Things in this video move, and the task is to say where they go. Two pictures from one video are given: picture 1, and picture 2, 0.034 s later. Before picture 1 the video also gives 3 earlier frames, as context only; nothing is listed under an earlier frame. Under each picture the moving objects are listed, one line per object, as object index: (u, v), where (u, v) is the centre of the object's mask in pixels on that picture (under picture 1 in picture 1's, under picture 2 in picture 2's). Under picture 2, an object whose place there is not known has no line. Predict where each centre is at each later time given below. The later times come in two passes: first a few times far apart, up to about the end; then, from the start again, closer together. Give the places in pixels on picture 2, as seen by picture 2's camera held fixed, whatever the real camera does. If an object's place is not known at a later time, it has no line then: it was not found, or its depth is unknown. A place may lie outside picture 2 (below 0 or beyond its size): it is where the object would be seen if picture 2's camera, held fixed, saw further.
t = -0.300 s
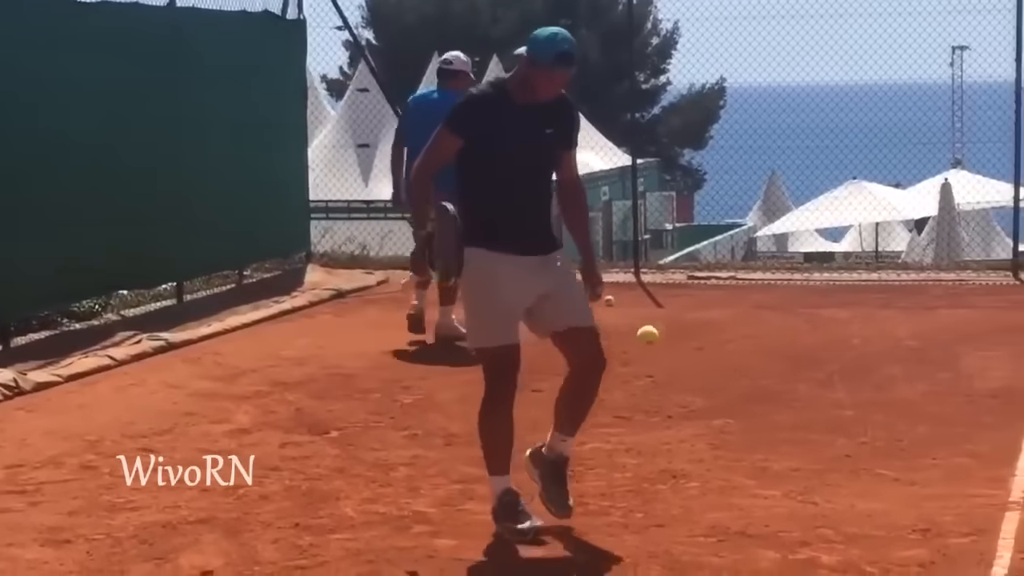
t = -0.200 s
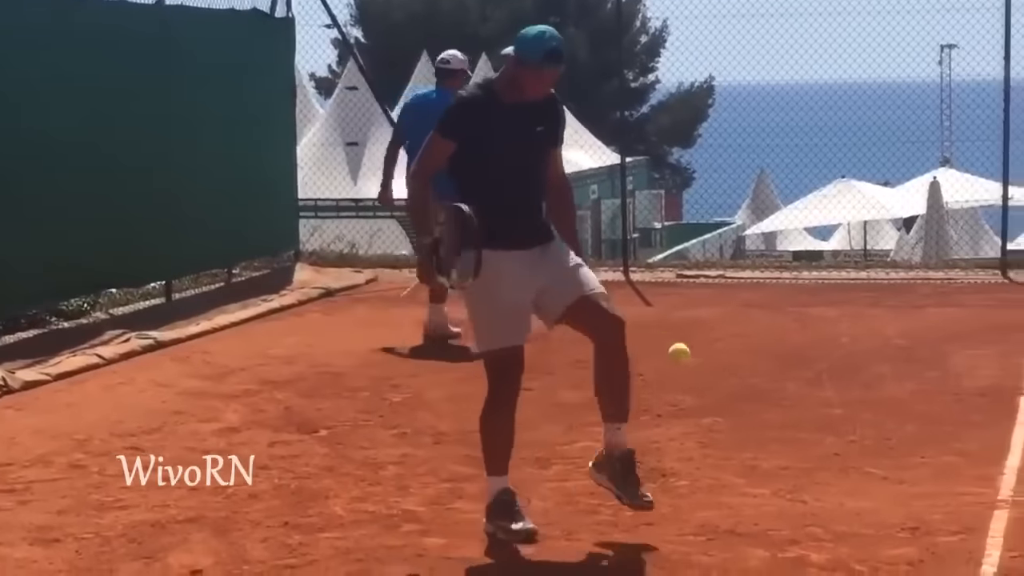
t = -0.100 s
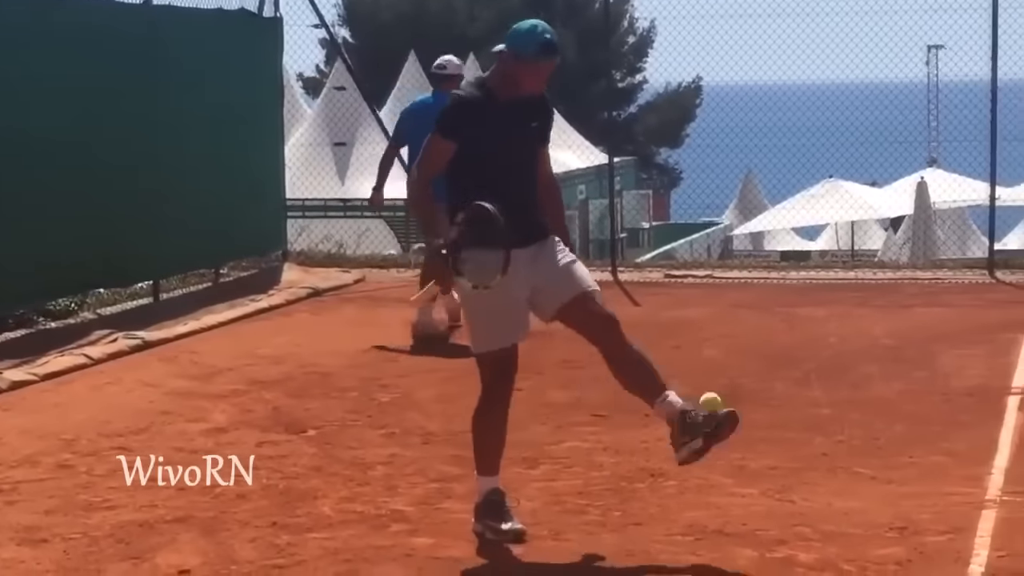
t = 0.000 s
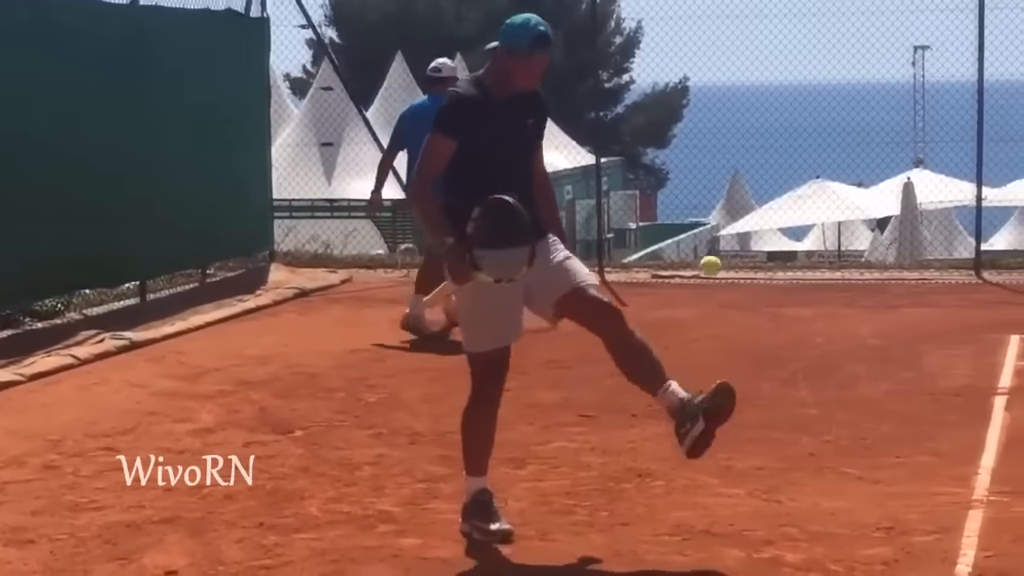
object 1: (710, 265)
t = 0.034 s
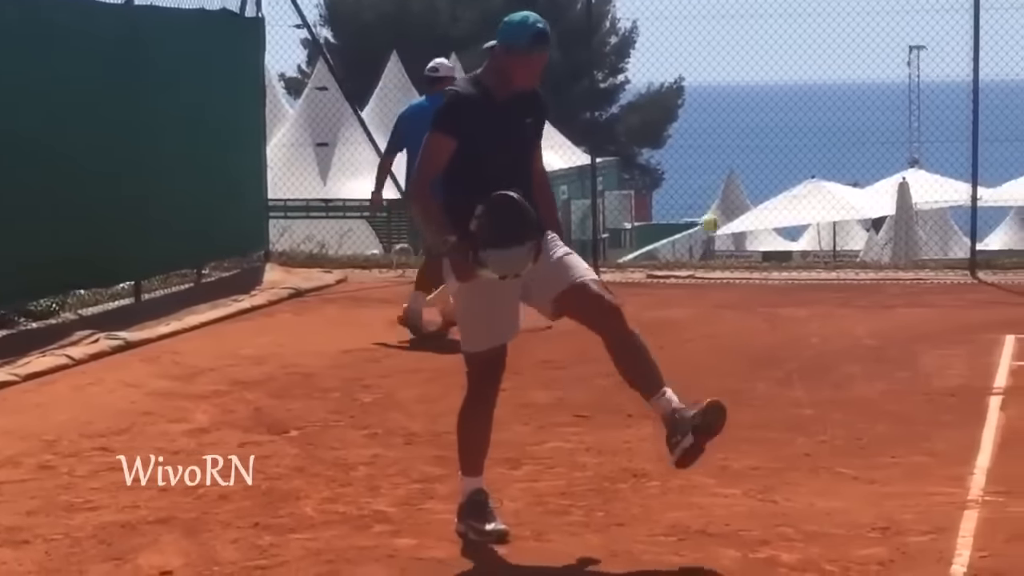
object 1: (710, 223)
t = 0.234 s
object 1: (736, 44)
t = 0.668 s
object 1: (798, 64)
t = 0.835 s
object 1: (826, 223)
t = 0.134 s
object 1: (722, 118)
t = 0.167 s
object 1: (727, 90)
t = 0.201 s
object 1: (731, 65)
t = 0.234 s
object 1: (736, 44)
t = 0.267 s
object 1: (740, 25)
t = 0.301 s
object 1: (745, 9)
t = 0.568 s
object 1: (784, 8)
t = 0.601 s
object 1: (789, 23)
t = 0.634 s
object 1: (793, 42)
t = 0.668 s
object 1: (798, 64)
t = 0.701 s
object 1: (803, 88)
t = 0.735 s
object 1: (809, 116)
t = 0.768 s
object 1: (814, 148)
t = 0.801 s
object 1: (820, 182)
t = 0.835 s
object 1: (826, 223)
